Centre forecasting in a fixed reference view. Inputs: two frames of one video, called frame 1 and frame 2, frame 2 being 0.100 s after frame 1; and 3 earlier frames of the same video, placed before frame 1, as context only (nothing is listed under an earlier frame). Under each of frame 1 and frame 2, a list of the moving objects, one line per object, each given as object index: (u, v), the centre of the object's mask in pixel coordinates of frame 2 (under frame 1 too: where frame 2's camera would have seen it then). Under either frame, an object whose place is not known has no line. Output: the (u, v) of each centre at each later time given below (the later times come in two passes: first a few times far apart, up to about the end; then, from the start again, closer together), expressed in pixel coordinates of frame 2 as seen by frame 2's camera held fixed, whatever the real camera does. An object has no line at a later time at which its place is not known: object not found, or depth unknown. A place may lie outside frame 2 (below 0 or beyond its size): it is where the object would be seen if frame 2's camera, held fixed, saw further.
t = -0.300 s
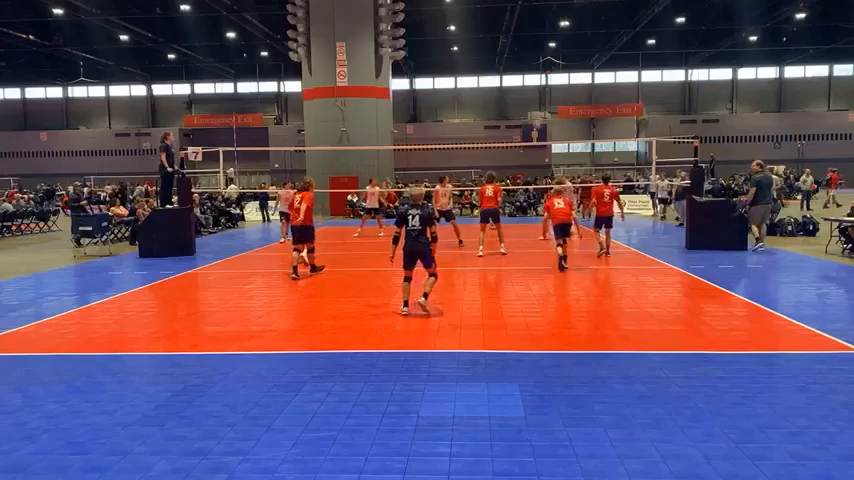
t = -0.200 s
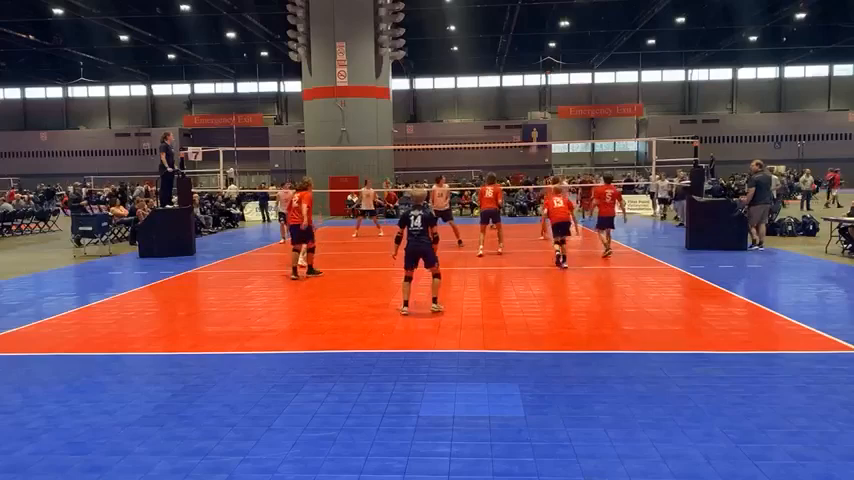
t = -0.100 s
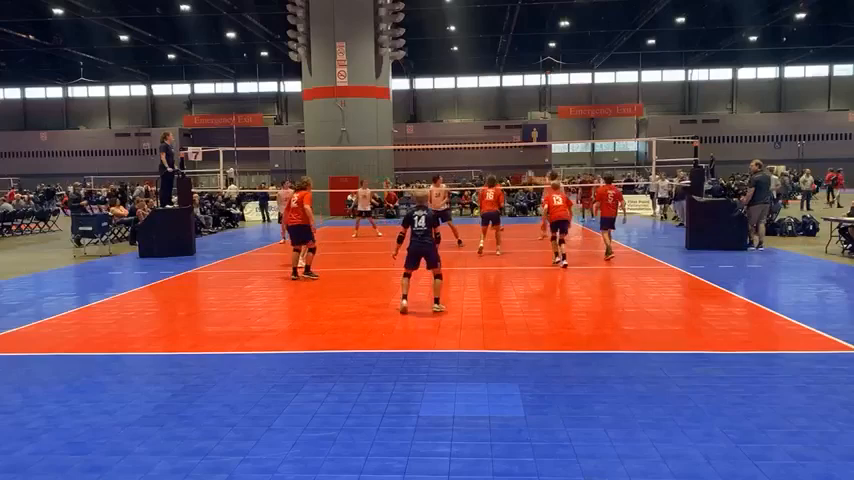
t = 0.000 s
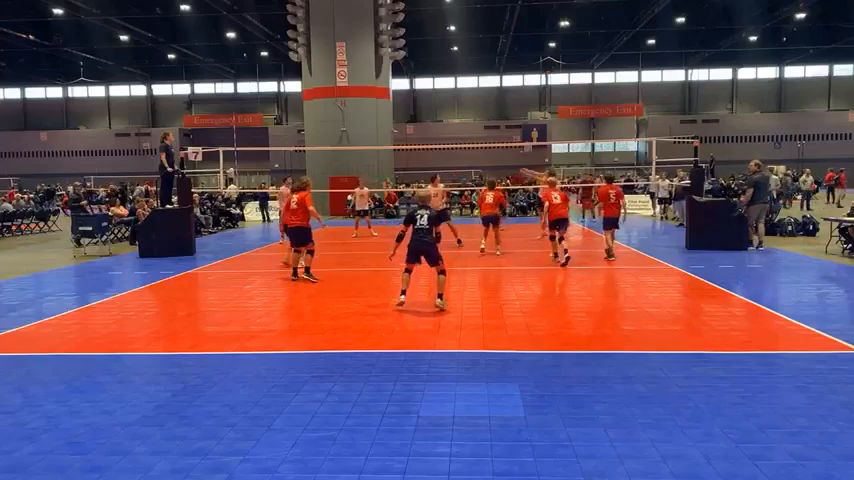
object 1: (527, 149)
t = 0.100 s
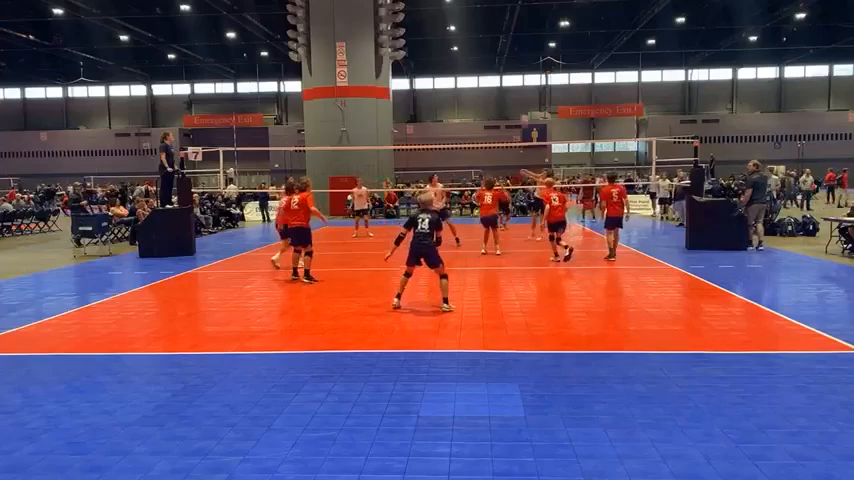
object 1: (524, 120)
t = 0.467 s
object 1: (509, 45)
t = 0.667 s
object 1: (499, 24)
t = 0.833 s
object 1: (488, 22)
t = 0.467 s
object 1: (509, 45)
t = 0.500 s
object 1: (508, 40)
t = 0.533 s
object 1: (506, 36)
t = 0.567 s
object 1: (504, 32)
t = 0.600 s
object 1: (503, 29)
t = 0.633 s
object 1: (501, 26)
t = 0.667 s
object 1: (499, 24)
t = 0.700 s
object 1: (497, 22)
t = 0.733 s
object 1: (495, 21)
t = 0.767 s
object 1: (493, 21)
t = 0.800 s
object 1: (491, 21)
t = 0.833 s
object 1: (488, 22)
